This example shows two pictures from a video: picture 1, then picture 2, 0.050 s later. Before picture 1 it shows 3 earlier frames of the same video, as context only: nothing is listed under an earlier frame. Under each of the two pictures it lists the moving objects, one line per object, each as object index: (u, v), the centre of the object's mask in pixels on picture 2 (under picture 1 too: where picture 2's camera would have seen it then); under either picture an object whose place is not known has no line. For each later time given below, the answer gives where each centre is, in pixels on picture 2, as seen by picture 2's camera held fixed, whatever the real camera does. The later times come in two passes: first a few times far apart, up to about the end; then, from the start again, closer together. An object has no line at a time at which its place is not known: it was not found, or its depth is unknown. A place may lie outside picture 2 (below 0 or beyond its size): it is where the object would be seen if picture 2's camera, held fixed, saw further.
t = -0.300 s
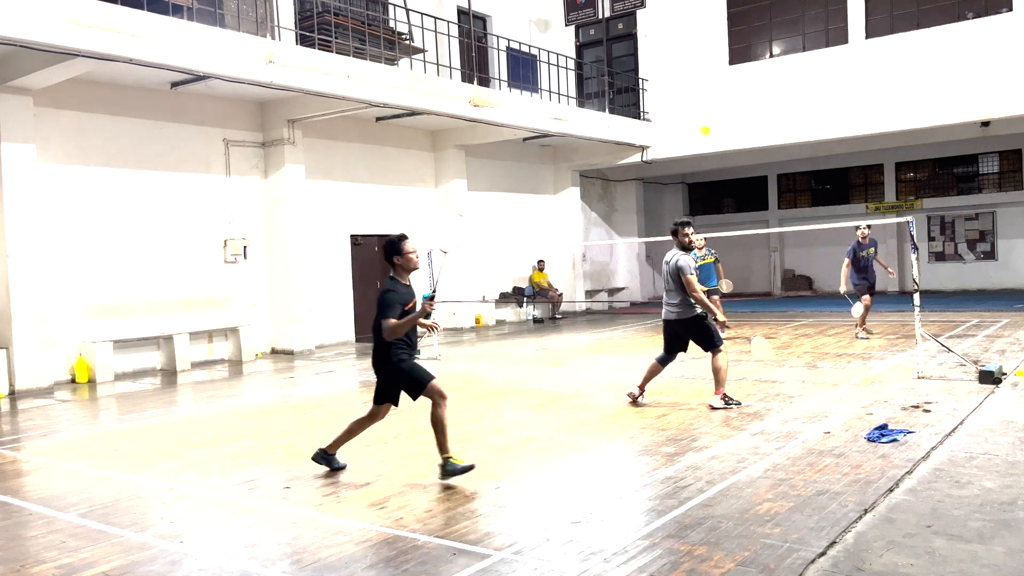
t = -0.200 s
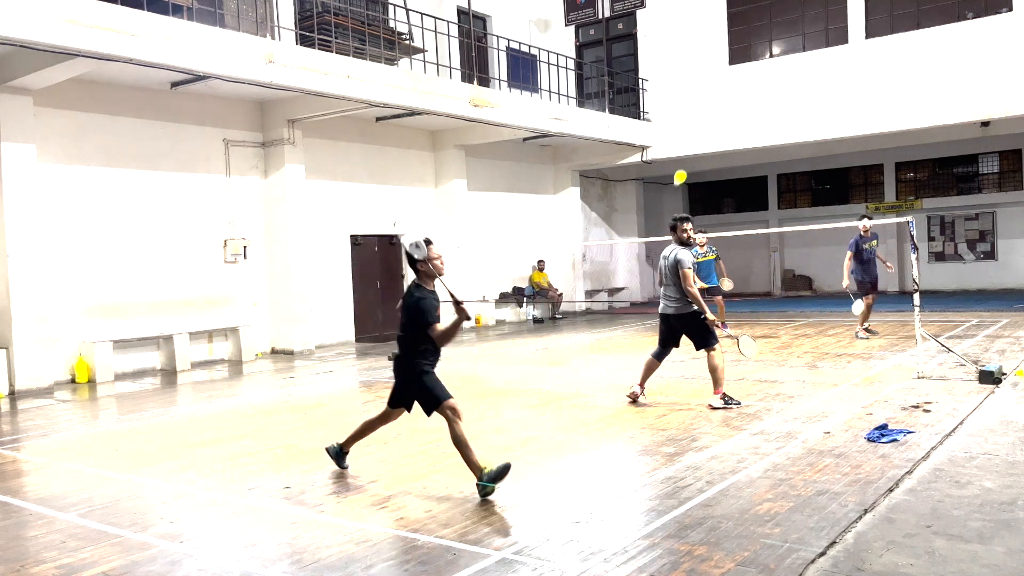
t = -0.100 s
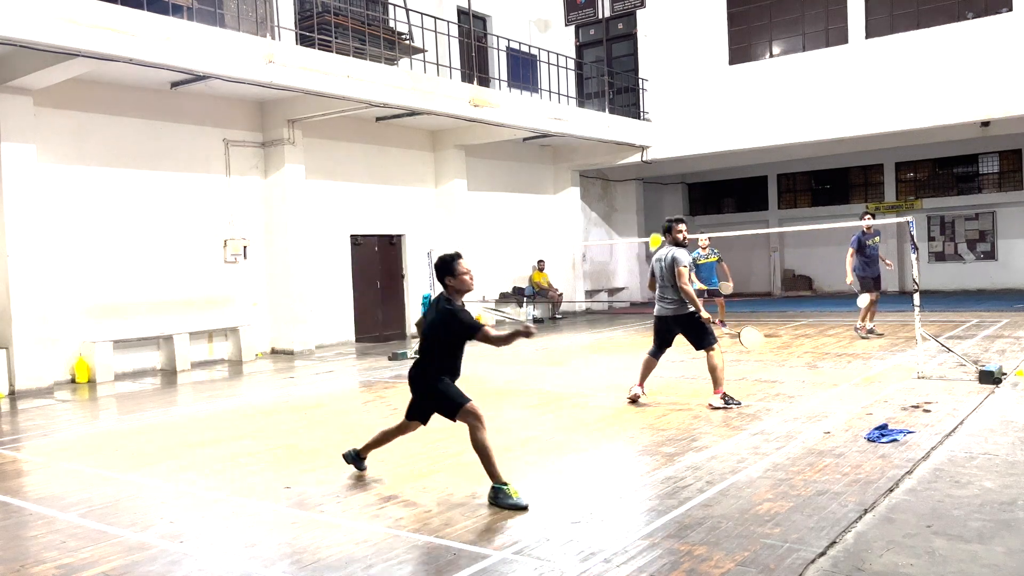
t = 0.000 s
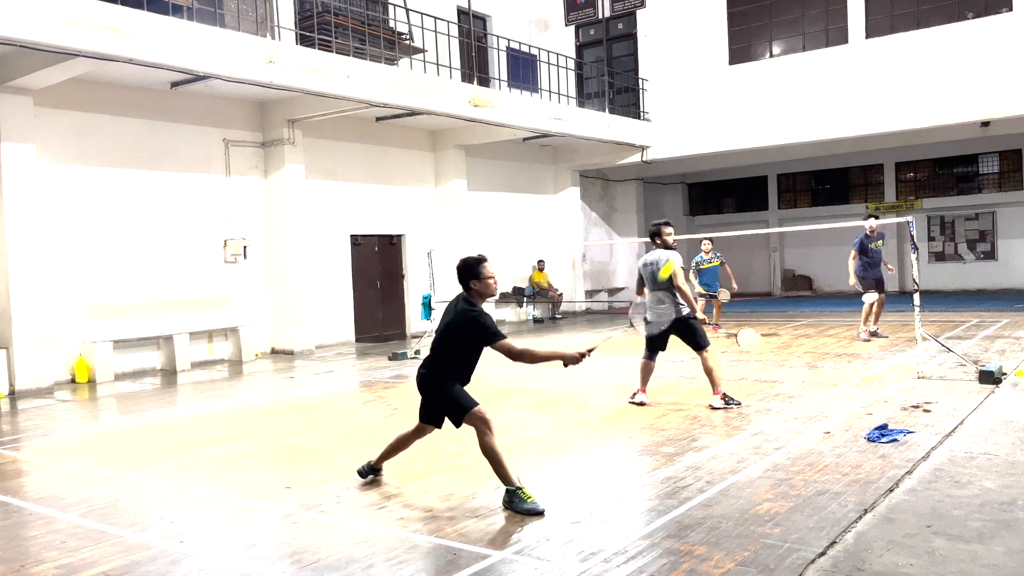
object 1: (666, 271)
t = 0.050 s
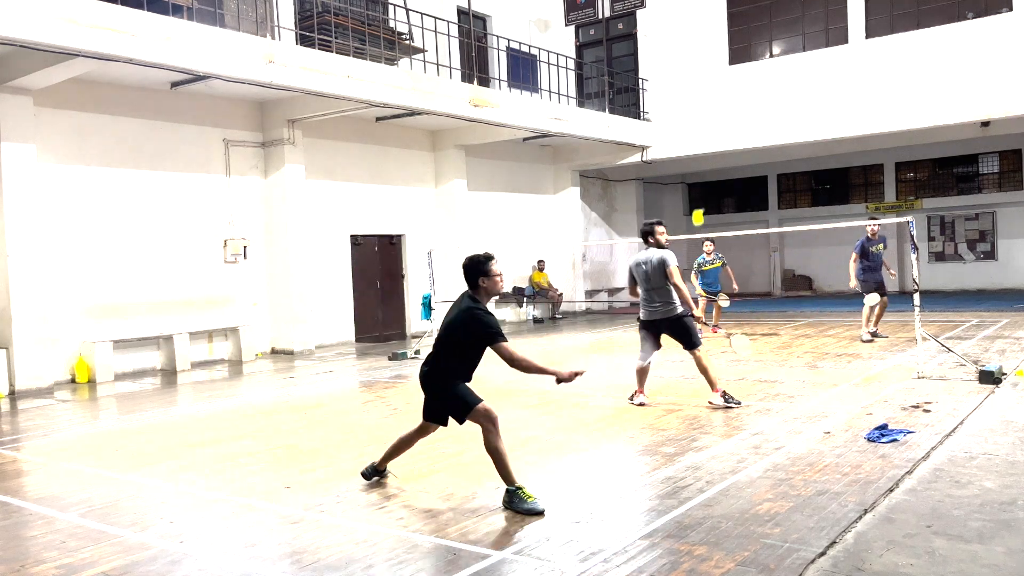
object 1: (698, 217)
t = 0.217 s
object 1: (770, 151)
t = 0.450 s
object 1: (820, 151)
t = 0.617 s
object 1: (842, 180)
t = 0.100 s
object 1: (724, 184)
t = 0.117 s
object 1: (734, 178)
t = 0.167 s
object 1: (757, 161)
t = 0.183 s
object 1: (762, 157)
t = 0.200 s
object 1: (766, 154)
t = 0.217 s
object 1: (770, 151)
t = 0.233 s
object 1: (775, 149)
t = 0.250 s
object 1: (779, 147)
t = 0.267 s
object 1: (784, 145)
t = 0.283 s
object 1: (789, 144)
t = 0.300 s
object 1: (793, 143)
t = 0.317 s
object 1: (797, 142)
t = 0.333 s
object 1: (800, 142)
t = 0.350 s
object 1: (804, 143)
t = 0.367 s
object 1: (806, 143)
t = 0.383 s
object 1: (809, 144)
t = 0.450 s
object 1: (820, 151)
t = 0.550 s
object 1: (834, 166)
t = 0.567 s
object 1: (836, 169)
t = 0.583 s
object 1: (838, 173)
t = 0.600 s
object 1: (841, 176)
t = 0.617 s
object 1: (842, 180)
